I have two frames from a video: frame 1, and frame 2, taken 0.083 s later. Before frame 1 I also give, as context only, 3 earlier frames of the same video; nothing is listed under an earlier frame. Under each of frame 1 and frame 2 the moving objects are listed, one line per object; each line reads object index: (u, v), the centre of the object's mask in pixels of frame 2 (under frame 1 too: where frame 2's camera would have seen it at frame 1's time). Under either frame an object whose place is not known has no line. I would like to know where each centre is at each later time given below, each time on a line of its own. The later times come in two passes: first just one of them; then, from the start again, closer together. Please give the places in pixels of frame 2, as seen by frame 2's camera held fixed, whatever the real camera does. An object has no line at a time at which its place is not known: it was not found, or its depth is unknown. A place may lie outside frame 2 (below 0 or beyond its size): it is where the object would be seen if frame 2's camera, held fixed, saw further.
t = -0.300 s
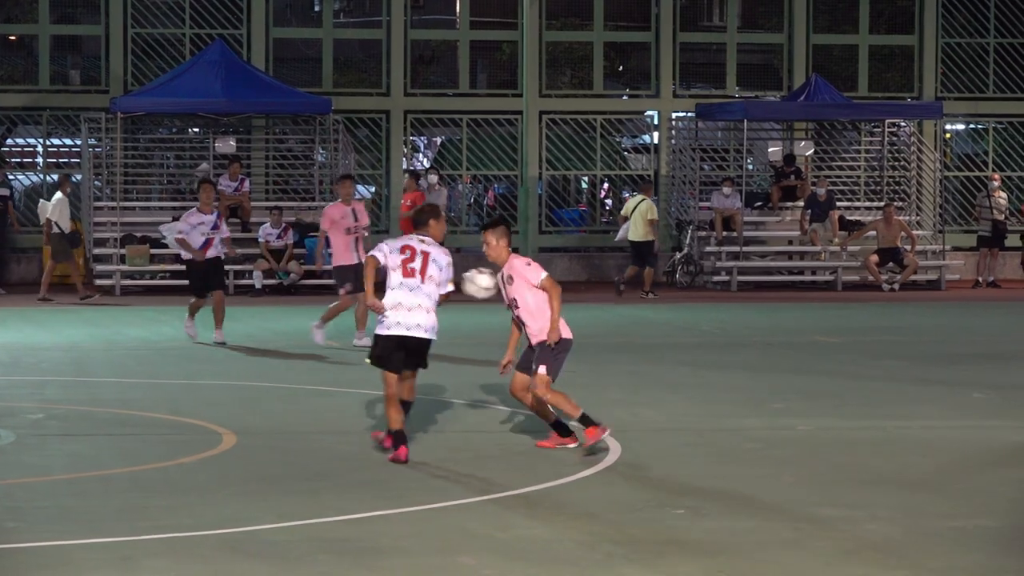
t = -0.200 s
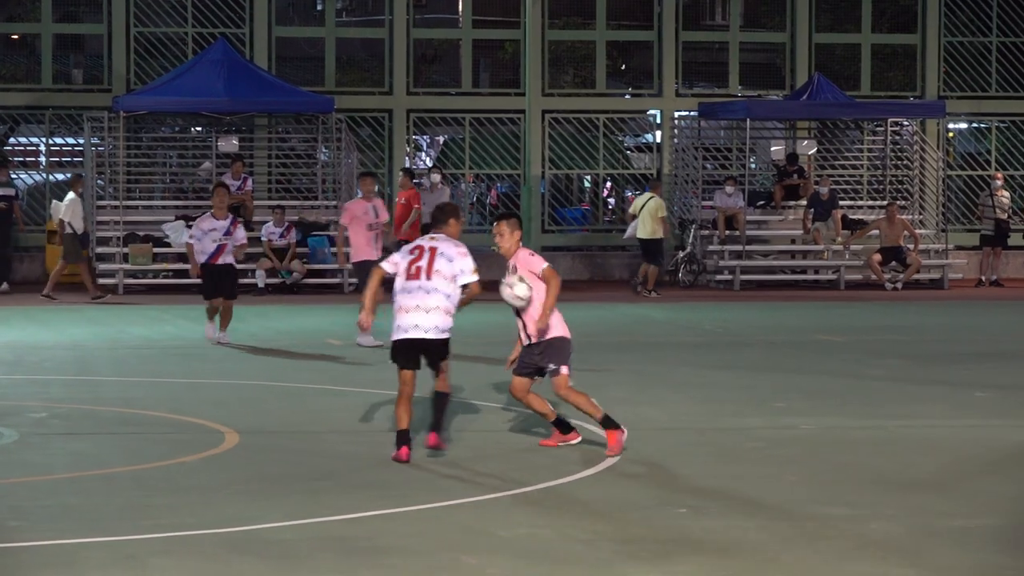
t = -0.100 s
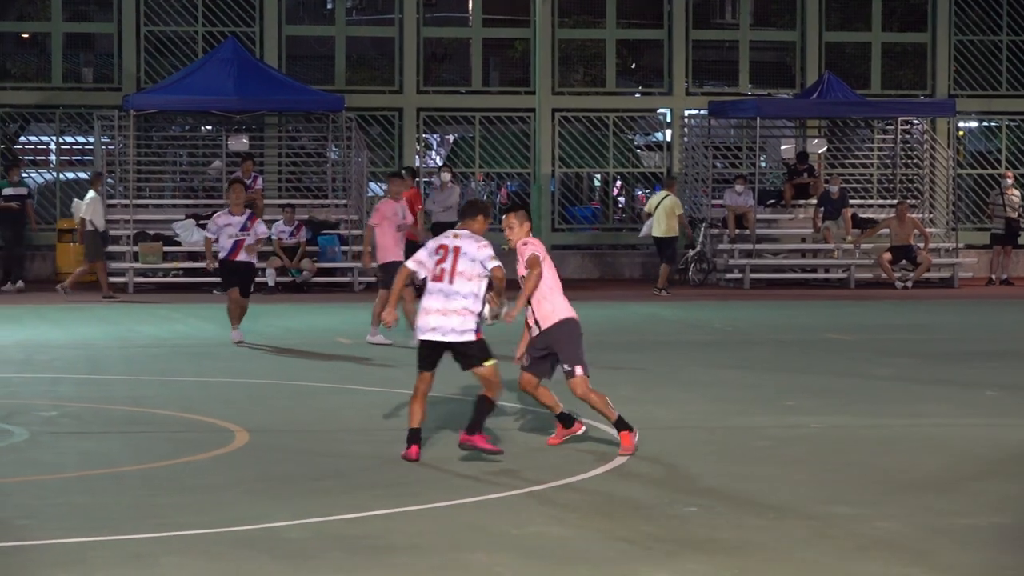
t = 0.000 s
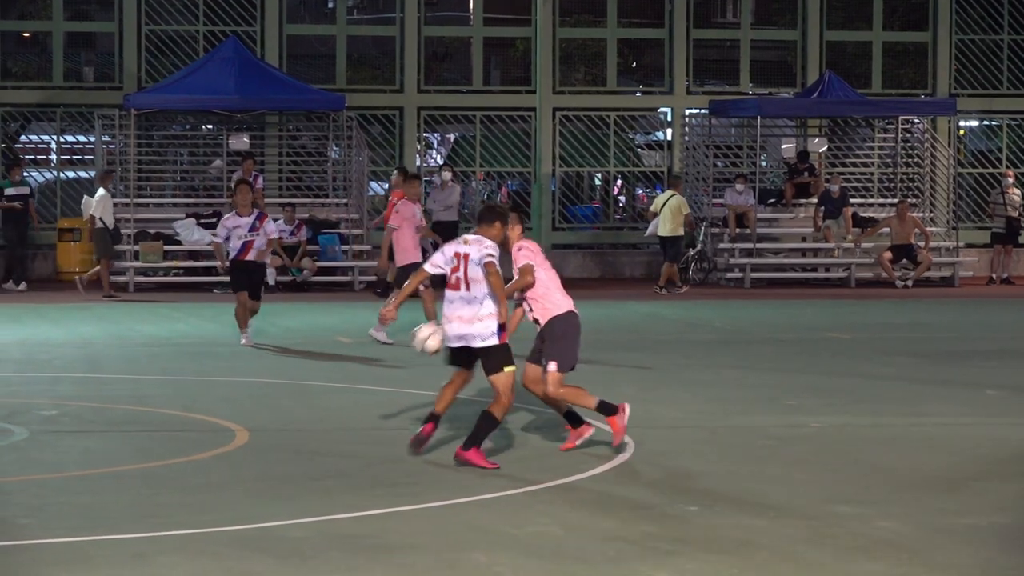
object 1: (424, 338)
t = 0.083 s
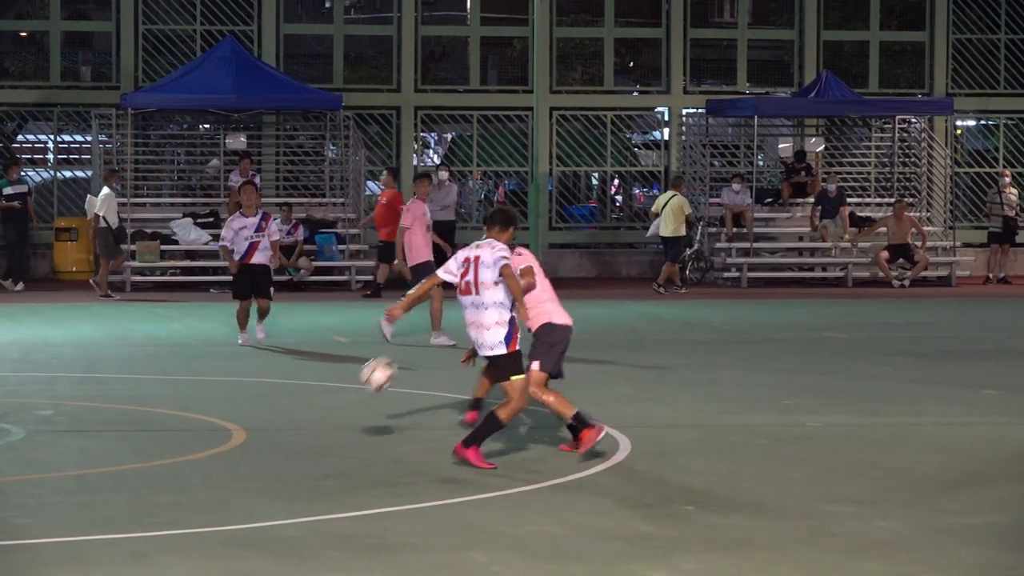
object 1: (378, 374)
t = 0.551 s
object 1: (174, 325)
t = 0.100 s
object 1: (368, 383)
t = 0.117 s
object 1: (359, 393)
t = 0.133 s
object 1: (349, 401)
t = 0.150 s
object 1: (340, 412)
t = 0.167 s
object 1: (330, 424)
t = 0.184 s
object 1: (322, 435)
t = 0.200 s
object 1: (314, 435)
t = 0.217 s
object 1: (306, 424)
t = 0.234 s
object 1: (300, 415)
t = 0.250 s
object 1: (294, 408)
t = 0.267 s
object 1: (287, 400)
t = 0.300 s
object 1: (274, 384)
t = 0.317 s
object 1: (268, 377)
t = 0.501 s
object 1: (194, 330)
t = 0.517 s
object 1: (186, 328)
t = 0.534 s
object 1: (180, 327)
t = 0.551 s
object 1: (174, 325)
